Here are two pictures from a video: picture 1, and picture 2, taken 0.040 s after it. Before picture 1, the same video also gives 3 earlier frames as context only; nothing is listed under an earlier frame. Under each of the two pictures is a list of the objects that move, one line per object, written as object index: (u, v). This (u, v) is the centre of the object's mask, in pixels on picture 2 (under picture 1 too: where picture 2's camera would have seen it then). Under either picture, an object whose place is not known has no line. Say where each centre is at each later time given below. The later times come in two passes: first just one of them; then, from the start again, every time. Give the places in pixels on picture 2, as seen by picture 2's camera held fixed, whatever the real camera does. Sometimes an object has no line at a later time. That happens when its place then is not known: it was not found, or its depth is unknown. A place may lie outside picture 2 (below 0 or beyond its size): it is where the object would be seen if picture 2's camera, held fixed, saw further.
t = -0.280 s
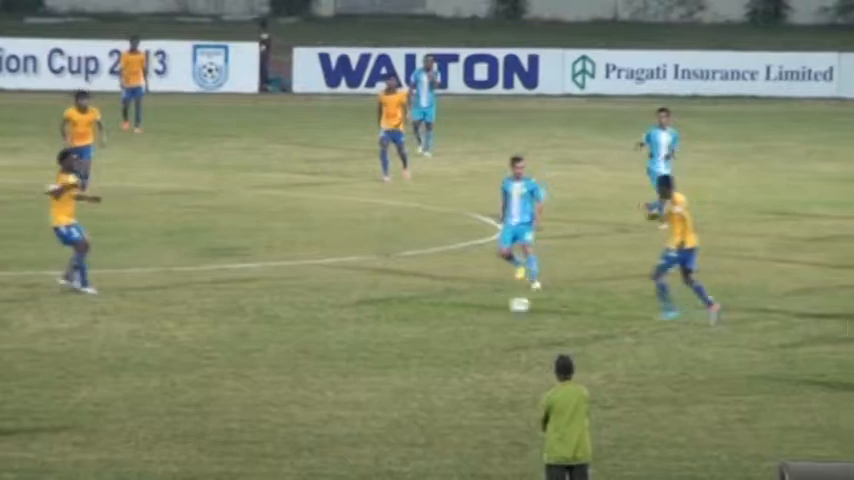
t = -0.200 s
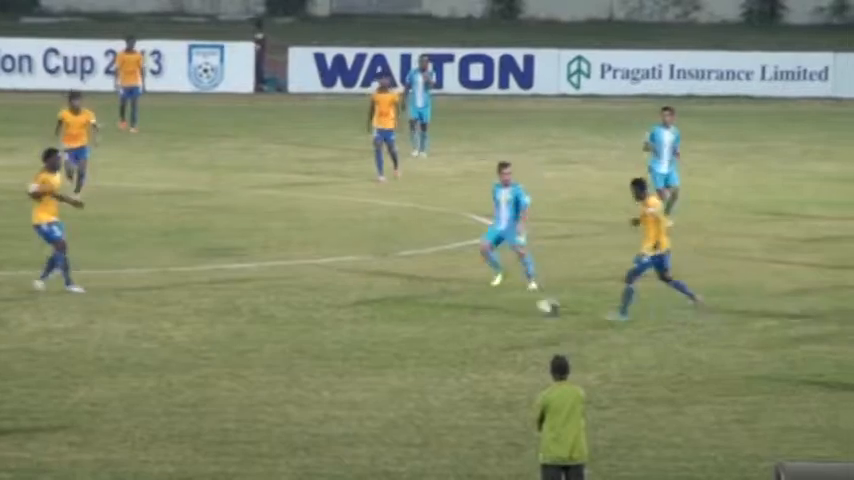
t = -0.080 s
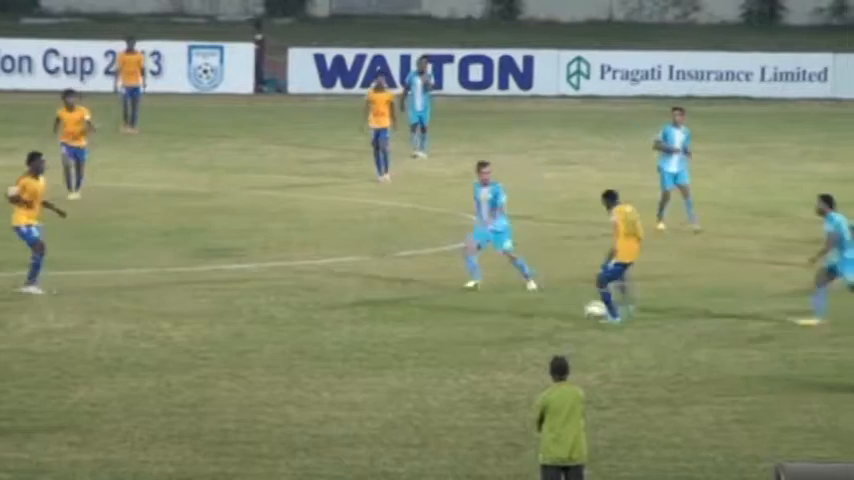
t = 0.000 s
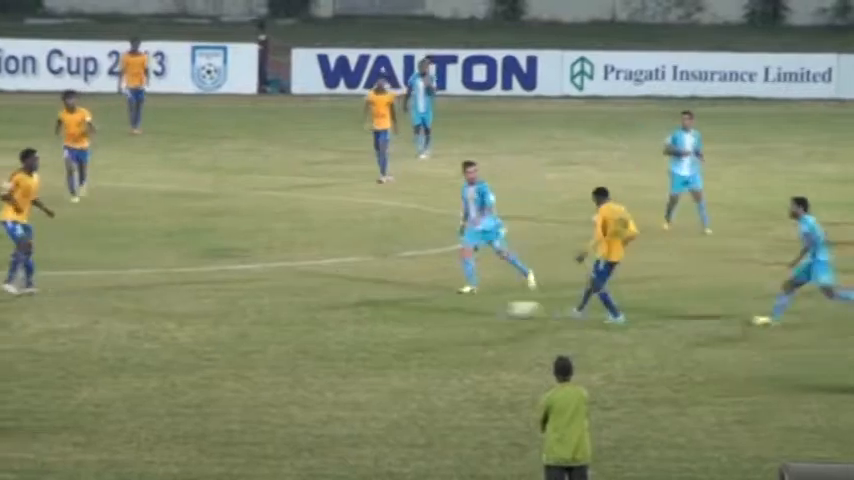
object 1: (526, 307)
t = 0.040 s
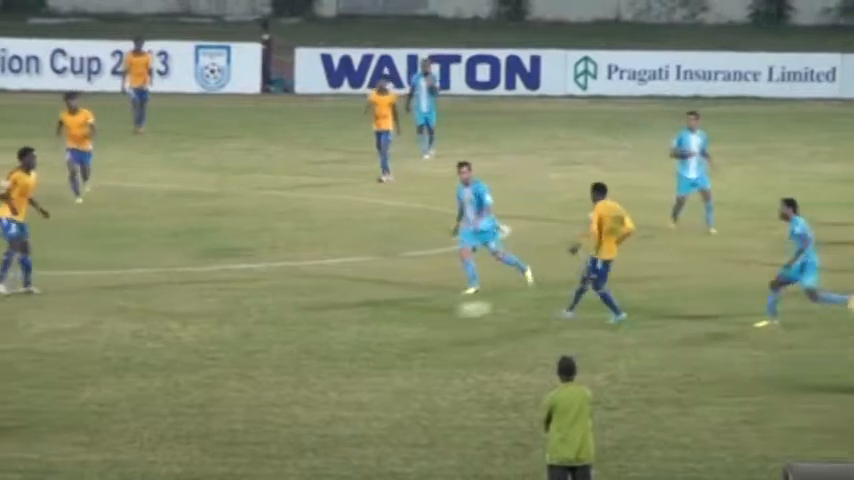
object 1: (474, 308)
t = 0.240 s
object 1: (224, 318)
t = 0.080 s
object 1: (420, 310)
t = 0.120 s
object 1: (368, 314)
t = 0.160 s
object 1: (318, 319)
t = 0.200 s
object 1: (269, 319)
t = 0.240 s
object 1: (224, 318)
